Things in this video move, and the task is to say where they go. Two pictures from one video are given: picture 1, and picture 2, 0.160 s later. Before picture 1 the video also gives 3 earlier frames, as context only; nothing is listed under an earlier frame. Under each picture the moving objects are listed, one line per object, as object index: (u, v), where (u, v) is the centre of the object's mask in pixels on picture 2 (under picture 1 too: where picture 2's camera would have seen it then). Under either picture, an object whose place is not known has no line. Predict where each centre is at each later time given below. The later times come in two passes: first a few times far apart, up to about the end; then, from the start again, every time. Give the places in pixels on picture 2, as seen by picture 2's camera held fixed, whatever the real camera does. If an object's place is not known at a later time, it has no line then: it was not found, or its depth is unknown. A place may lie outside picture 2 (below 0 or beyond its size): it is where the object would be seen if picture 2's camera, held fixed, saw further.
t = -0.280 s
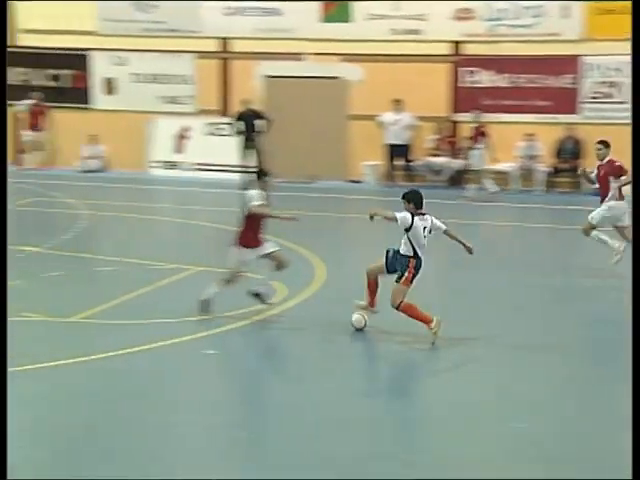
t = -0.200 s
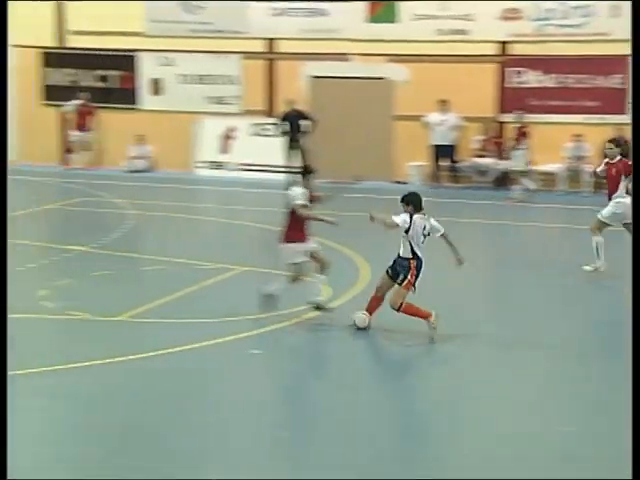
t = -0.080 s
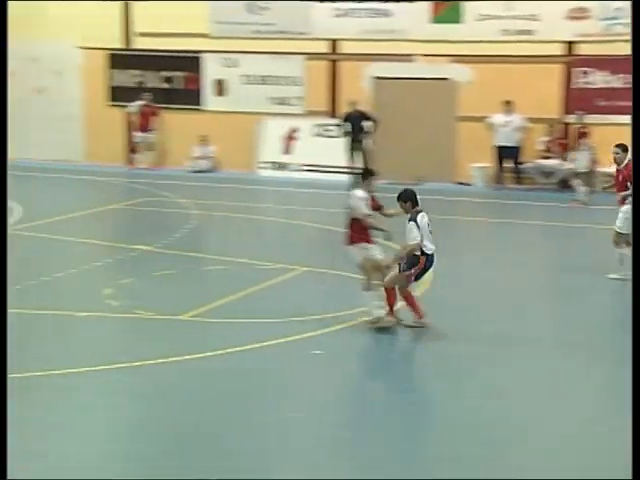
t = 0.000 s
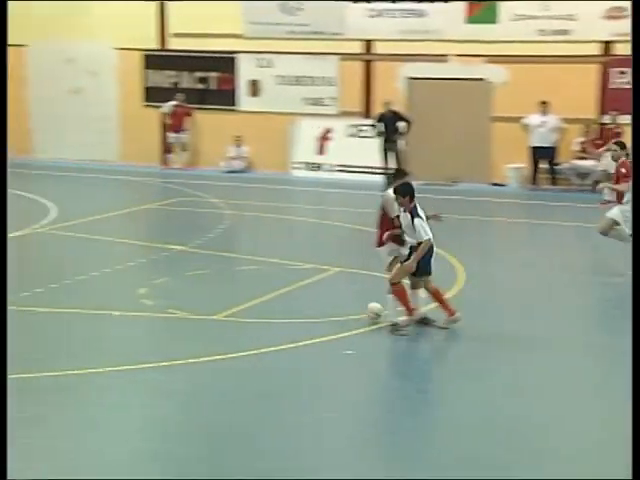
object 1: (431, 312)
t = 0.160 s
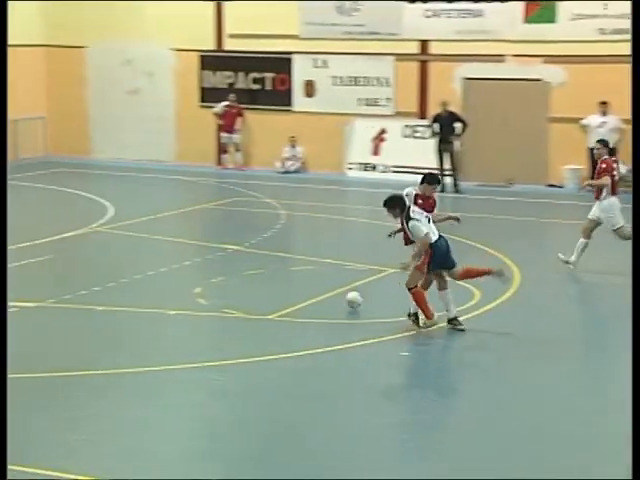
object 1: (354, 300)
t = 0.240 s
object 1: (323, 294)
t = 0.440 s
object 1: (254, 283)
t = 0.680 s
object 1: (187, 273)
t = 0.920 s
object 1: (126, 265)
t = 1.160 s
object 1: (73, 256)
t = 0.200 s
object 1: (338, 299)
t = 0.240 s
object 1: (323, 294)
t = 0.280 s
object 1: (307, 289)
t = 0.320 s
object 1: (293, 288)
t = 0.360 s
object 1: (279, 288)
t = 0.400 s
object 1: (265, 287)
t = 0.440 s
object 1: (254, 283)
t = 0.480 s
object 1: (242, 281)
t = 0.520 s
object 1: (230, 280)
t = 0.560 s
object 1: (220, 280)
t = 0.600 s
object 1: (208, 279)
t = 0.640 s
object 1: (198, 275)
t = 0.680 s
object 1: (187, 273)
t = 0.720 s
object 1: (177, 273)
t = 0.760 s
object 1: (166, 270)
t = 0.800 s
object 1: (155, 267)
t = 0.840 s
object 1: (145, 266)
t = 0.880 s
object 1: (135, 266)
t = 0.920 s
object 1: (126, 265)
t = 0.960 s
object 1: (117, 263)
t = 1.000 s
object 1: (108, 262)
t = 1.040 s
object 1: (100, 261)
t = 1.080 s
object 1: (91, 257)
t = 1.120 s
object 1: (82, 256)
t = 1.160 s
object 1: (73, 256)
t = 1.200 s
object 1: (65, 253)
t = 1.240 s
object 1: (56, 251)
